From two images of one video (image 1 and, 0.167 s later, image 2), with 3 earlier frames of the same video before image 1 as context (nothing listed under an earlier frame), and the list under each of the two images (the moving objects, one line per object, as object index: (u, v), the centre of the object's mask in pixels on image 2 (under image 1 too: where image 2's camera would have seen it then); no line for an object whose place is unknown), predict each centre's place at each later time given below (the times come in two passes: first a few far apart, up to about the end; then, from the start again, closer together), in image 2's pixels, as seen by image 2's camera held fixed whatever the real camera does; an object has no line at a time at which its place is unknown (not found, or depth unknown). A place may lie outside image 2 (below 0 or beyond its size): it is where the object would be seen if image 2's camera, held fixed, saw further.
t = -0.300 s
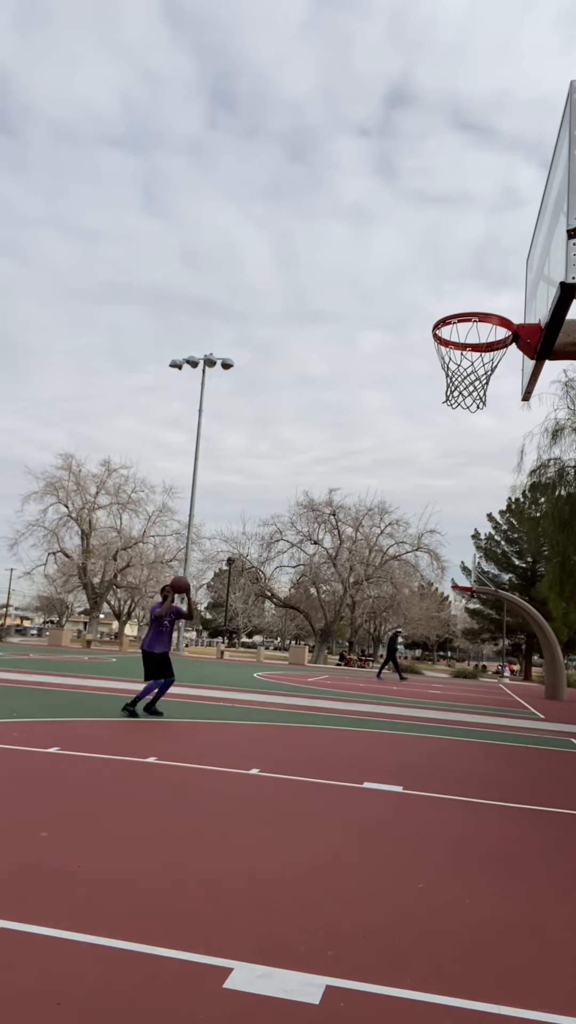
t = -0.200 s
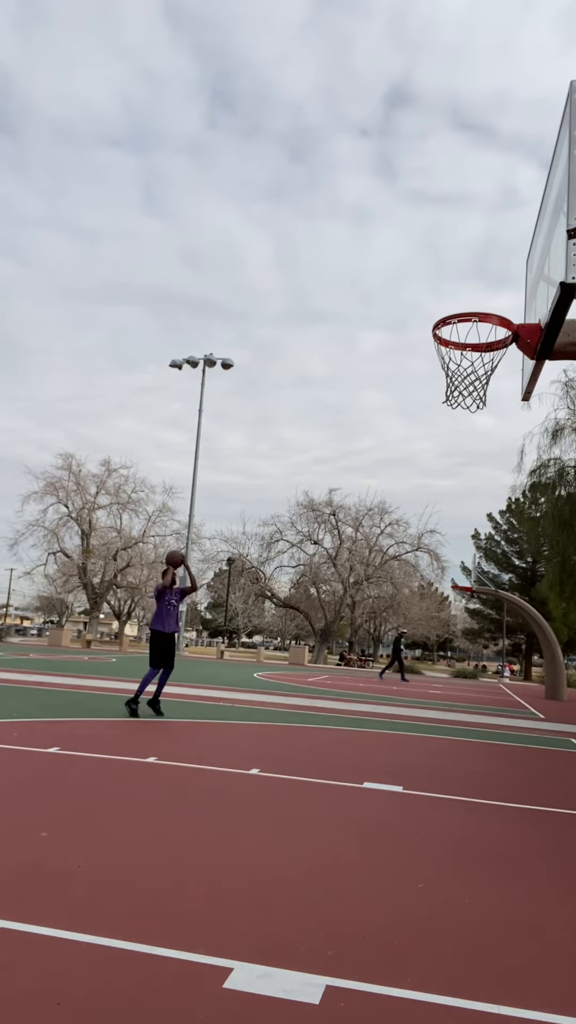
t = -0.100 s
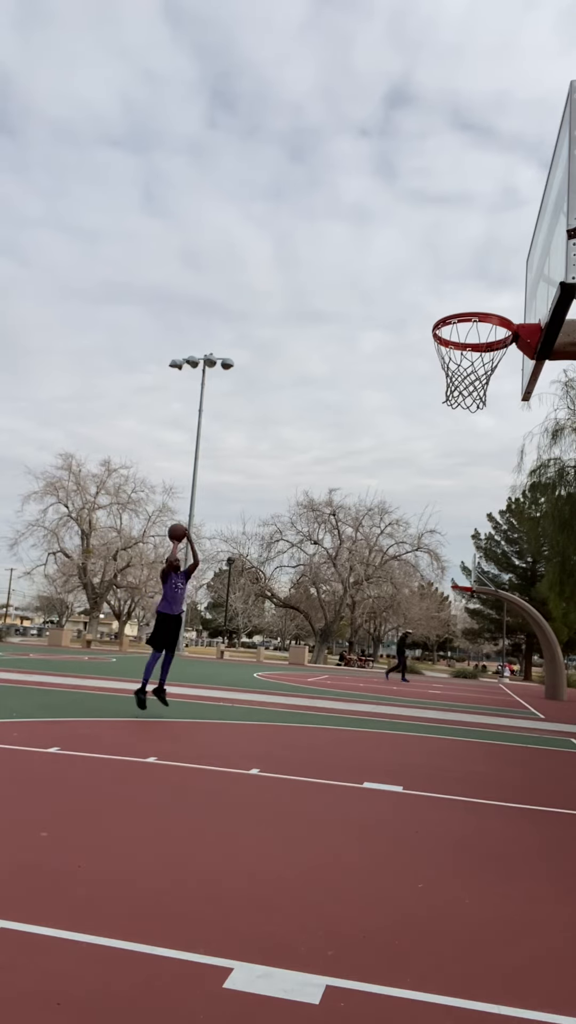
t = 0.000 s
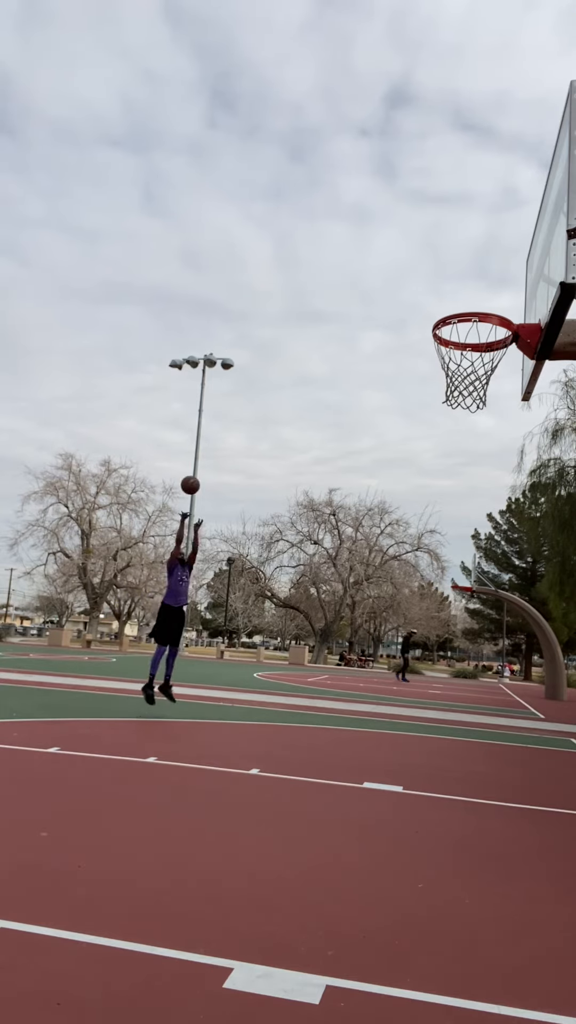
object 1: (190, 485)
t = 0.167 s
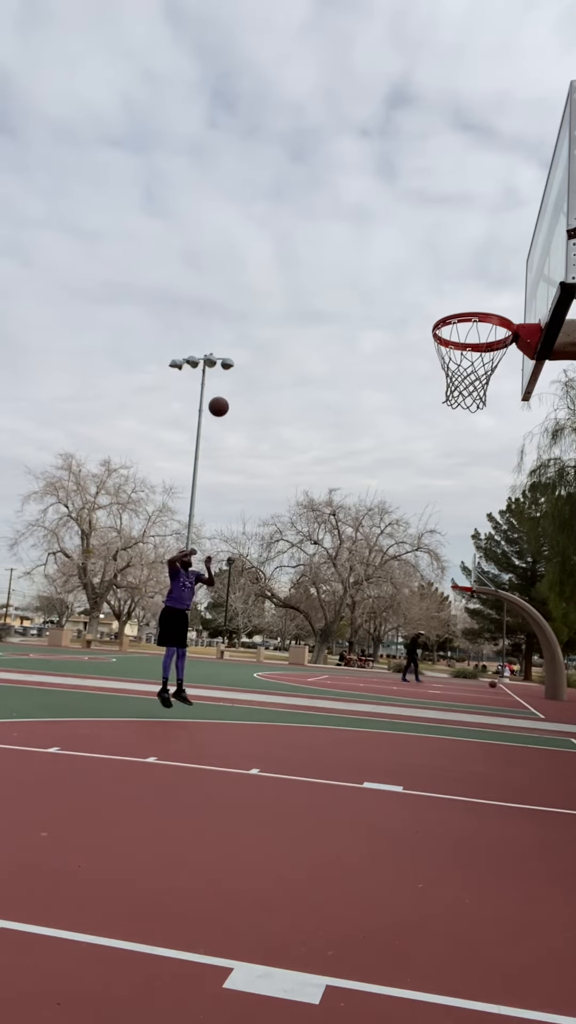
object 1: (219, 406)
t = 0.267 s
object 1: (236, 365)
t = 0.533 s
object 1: (288, 281)
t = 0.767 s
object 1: (345, 246)
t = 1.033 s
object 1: (430, 284)
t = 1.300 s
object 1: (490, 422)
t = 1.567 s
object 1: (504, 626)
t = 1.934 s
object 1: (486, 673)
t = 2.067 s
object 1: (470, 608)
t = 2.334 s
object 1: (441, 565)
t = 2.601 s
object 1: (413, 611)
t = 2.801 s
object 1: (393, 691)
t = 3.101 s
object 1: (373, 681)
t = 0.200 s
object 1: (224, 392)
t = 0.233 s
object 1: (230, 379)
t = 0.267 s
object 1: (236, 365)
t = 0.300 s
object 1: (242, 353)
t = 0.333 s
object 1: (248, 341)
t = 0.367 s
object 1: (255, 329)
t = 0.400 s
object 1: (261, 318)
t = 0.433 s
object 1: (268, 308)
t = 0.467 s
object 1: (274, 298)
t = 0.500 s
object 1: (281, 289)
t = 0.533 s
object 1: (288, 281)
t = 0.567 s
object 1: (296, 273)
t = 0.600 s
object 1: (303, 266)
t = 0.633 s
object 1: (311, 260)
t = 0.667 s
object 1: (319, 255)
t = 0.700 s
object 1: (327, 251)
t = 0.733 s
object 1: (336, 248)
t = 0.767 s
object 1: (345, 246)
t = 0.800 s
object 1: (354, 246)
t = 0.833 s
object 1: (363, 246)
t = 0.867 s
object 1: (373, 248)
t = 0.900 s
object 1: (383, 252)
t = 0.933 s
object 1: (394, 257)
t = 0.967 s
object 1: (405, 264)
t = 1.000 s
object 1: (417, 273)
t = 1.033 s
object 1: (430, 284)
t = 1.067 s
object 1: (444, 297)
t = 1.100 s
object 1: (458, 310)
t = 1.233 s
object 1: (487, 387)
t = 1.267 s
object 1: (489, 404)
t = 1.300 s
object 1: (490, 422)
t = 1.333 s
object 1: (492, 442)
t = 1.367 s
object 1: (494, 463)
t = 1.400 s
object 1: (495, 486)
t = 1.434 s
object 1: (496, 512)
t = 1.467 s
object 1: (498, 538)
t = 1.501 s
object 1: (500, 566)
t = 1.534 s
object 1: (502, 595)
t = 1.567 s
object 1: (504, 626)
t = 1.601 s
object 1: (504, 659)
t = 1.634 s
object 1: (506, 695)
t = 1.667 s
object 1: (508, 732)
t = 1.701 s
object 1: (509, 771)
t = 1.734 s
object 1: (511, 811)
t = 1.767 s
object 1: (509, 810)
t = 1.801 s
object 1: (504, 778)
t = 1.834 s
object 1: (500, 746)
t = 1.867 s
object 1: (495, 719)
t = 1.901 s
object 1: (490, 693)
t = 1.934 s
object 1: (486, 673)
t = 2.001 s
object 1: (478, 636)
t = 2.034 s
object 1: (474, 620)
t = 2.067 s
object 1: (470, 608)
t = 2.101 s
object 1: (466, 597)
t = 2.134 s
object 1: (463, 587)
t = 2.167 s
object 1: (459, 580)
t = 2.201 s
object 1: (455, 574)
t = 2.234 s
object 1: (452, 569)
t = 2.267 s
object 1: (448, 566)
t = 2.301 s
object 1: (444, 565)
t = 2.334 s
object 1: (441, 565)
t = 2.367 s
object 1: (437, 567)
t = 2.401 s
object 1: (434, 569)
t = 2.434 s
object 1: (430, 573)
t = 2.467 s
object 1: (427, 579)
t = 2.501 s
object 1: (423, 585)
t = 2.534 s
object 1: (420, 593)
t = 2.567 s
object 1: (416, 601)
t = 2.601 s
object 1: (413, 611)
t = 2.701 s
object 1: (403, 646)
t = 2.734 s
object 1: (399, 660)
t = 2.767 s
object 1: (396, 675)
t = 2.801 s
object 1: (393, 691)
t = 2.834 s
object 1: (389, 708)
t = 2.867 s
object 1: (386, 727)
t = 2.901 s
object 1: (382, 745)
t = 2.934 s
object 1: (380, 752)
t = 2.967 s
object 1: (378, 735)
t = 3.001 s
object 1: (377, 719)
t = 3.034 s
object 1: (376, 706)
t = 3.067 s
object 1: (375, 692)
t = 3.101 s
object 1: (373, 681)
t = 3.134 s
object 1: (371, 671)
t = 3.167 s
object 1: (370, 663)
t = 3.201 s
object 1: (369, 656)
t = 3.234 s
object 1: (367, 650)
